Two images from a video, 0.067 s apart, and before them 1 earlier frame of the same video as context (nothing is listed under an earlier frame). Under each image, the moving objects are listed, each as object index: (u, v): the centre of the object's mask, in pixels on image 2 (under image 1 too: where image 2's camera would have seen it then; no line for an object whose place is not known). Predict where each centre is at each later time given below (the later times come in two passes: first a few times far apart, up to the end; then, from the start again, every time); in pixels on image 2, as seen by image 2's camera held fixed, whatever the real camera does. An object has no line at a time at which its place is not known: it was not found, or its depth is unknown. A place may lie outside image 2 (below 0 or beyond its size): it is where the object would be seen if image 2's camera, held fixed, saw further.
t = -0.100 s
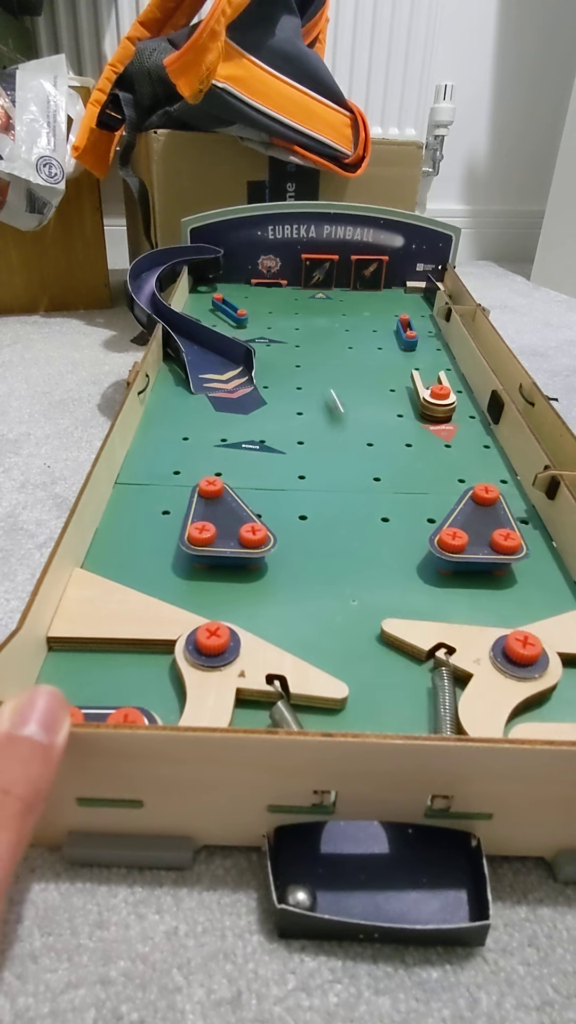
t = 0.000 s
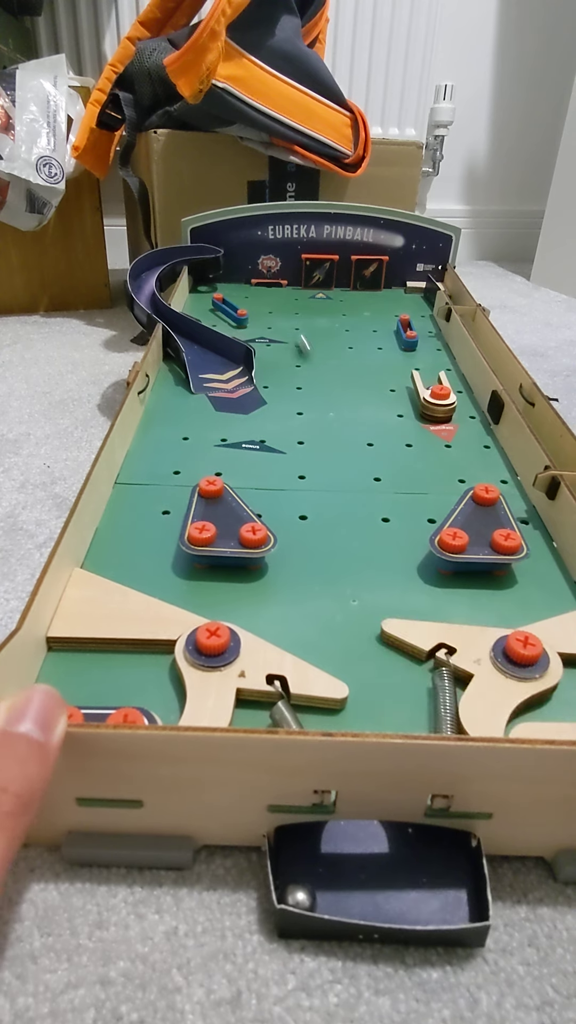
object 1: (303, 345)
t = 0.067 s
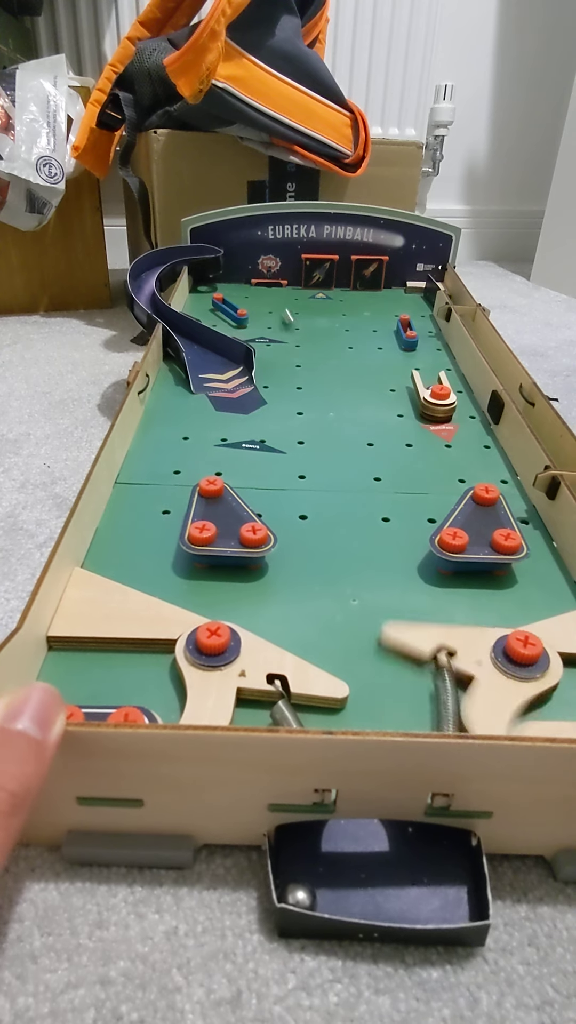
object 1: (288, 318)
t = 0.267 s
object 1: (262, 287)
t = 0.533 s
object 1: (245, 307)
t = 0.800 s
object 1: (301, 325)
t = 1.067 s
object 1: (376, 371)
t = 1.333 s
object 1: (430, 484)
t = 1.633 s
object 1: (207, 602)
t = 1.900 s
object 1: (94, 559)
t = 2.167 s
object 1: (102, 563)
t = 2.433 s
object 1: (142, 579)
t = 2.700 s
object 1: (216, 607)
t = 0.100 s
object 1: (280, 306)
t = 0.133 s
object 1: (274, 296)
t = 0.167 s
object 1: (268, 287)
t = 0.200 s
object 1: (264, 282)
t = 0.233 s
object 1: (263, 284)
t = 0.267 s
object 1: (262, 287)
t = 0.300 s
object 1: (260, 290)
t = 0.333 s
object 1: (258, 291)
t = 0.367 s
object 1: (255, 294)
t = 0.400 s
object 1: (253, 296)
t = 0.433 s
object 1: (250, 299)
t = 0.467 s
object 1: (248, 302)
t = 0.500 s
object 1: (246, 305)
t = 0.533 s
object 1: (245, 307)
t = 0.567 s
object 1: (252, 311)
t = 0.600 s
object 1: (257, 312)
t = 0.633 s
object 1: (264, 314)
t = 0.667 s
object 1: (272, 315)
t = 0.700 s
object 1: (279, 317)
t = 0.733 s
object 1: (286, 319)
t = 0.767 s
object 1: (294, 322)
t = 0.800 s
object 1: (301, 325)
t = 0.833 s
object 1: (310, 329)
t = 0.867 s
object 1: (318, 333)
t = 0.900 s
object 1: (326, 337)
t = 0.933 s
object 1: (335, 343)
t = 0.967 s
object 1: (345, 349)
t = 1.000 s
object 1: (355, 356)
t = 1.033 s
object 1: (365, 363)
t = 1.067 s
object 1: (376, 371)
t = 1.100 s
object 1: (388, 382)
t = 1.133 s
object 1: (401, 392)
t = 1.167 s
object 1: (408, 404)
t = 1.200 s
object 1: (410, 415)
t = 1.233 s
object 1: (415, 428)
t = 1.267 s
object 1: (419, 444)
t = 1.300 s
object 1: (424, 463)
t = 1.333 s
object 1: (430, 484)
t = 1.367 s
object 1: (435, 509)
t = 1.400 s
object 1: (432, 529)
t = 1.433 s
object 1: (404, 542)
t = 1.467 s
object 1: (370, 555)
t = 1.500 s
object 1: (334, 569)
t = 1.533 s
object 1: (298, 587)
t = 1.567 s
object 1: (258, 608)
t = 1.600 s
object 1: (229, 609)
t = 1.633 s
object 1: (207, 602)
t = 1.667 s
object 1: (188, 596)
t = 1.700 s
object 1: (172, 589)
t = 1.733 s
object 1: (157, 584)
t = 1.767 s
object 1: (142, 579)
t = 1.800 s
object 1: (129, 574)
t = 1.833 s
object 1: (117, 569)
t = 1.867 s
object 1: (105, 564)
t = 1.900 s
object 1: (94, 559)
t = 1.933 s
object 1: (92, 557)
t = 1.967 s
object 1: (94, 555)
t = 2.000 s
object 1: (97, 554)
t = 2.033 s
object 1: (98, 554)
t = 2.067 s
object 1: (99, 555)
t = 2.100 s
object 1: (100, 557)
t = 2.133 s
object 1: (100, 560)
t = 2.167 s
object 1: (102, 563)
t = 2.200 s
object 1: (105, 564)
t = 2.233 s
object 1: (110, 566)
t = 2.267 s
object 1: (114, 568)
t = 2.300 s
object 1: (119, 570)
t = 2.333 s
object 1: (124, 572)
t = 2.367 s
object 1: (130, 574)
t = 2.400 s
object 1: (135, 576)
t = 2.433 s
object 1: (142, 579)
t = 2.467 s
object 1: (149, 581)
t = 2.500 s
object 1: (157, 584)
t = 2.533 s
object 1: (165, 587)
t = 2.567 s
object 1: (174, 591)
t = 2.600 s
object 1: (183, 594)
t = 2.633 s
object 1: (193, 598)
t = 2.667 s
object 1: (204, 602)
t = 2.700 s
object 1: (216, 607)
